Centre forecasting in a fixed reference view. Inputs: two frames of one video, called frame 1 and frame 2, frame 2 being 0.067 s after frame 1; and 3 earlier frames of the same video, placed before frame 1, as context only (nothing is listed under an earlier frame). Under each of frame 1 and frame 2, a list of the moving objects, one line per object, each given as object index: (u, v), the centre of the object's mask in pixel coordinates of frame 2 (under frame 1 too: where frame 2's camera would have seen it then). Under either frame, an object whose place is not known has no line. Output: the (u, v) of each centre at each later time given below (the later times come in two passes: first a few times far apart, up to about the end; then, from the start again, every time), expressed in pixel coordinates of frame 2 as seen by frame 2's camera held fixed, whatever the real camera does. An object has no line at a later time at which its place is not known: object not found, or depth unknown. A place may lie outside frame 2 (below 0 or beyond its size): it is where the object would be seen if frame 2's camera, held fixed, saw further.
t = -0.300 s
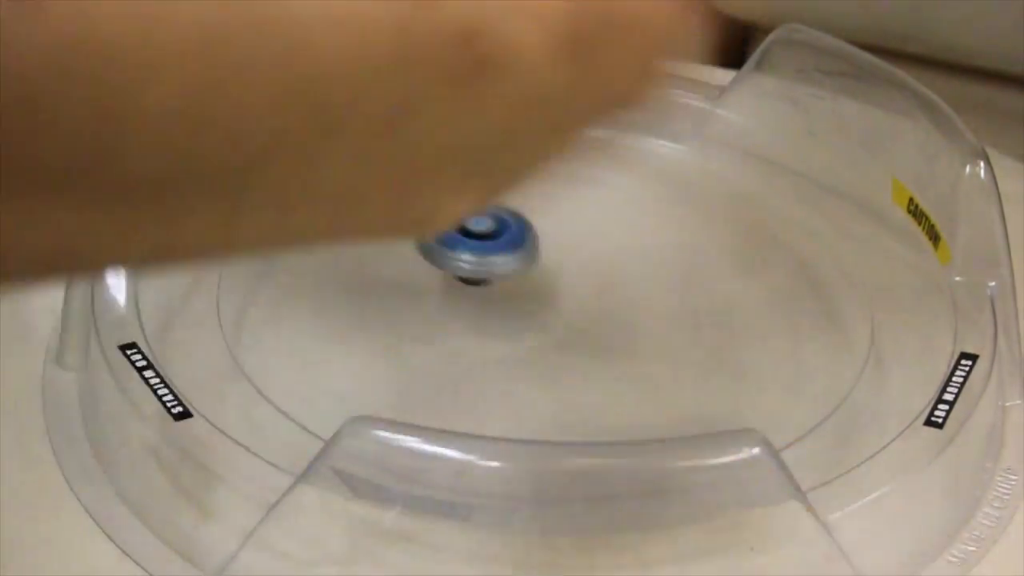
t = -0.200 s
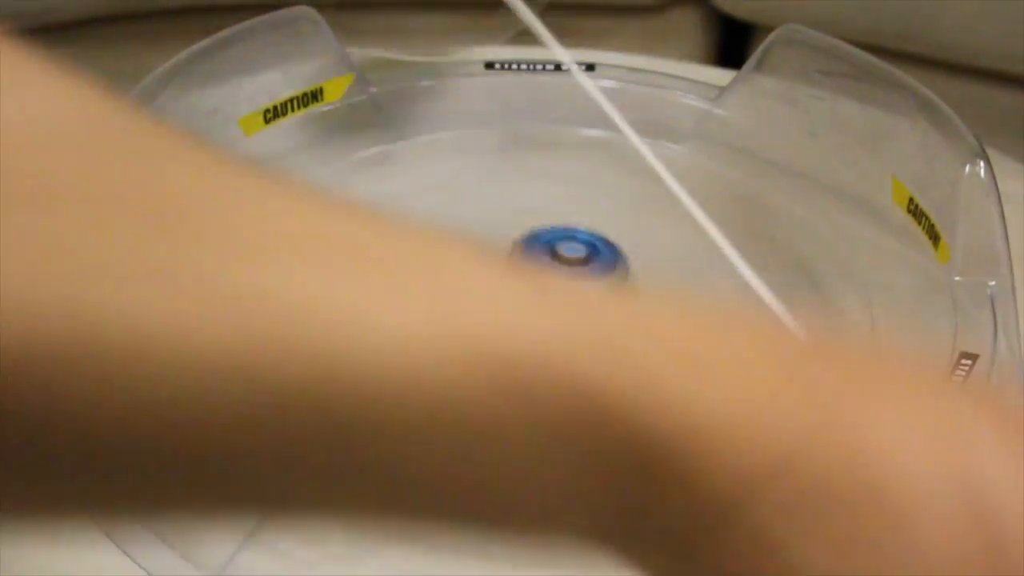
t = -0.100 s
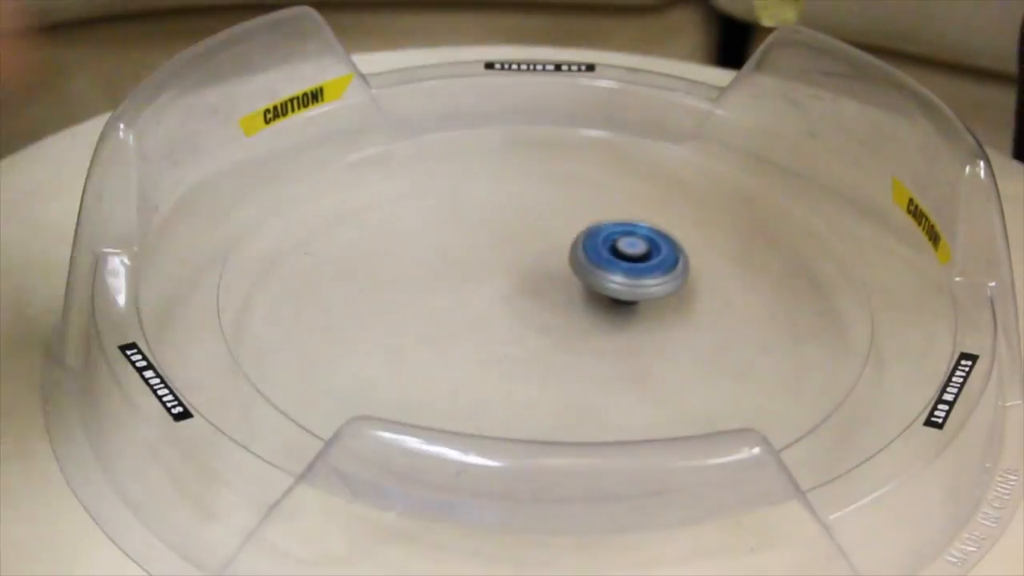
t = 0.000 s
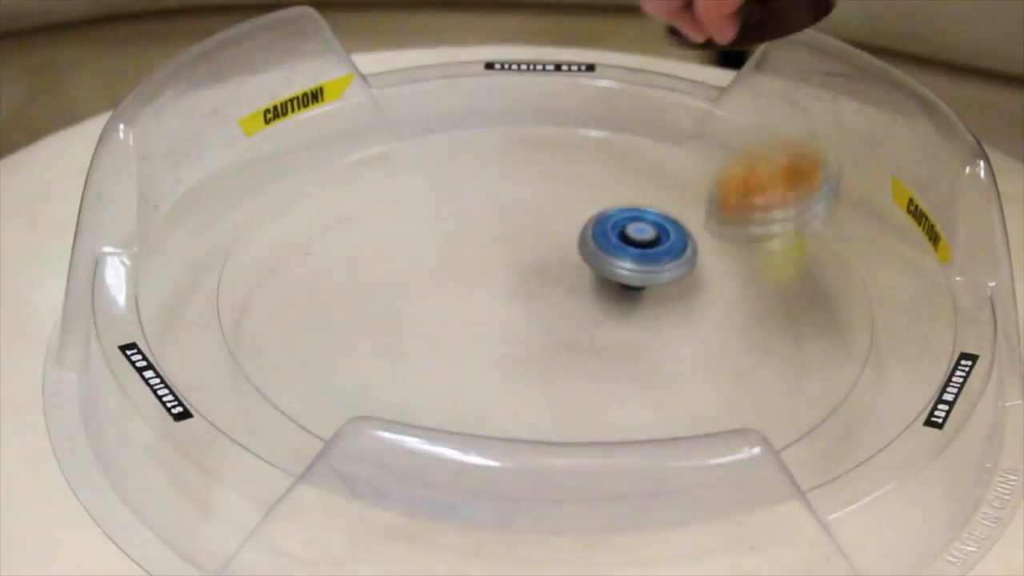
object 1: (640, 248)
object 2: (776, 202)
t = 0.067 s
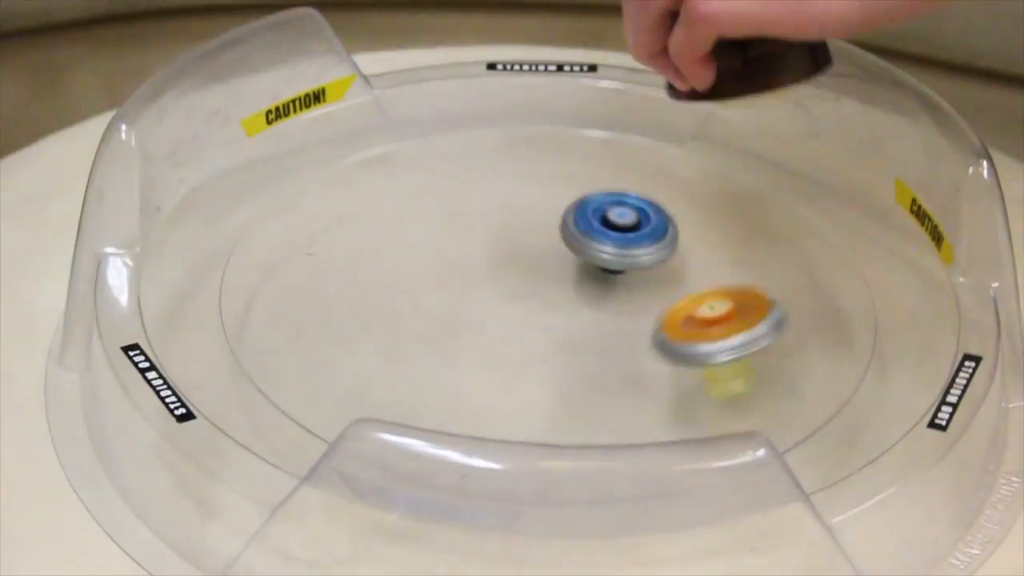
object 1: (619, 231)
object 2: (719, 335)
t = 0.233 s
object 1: (532, 237)
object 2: (536, 384)
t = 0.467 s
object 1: (429, 286)
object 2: (402, 381)
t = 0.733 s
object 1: (620, 354)
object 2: (405, 391)
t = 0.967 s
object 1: (738, 236)
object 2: (439, 387)
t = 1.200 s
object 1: (549, 138)
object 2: (452, 363)
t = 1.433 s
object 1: (324, 230)
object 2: (422, 307)
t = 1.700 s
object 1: (329, 323)
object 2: (545, 340)
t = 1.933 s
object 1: (702, 364)
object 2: (441, 246)
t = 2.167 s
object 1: (785, 181)
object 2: (266, 175)
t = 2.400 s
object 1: (510, 119)
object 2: (234, 207)
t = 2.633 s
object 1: (346, 179)
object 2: (313, 322)
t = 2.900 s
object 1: (483, 294)
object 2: (629, 389)
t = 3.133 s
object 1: (669, 338)
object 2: (684, 119)
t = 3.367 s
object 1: (704, 236)
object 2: (419, 51)
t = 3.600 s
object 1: (525, 188)
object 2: (411, 214)
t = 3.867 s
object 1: (452, 265)
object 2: (581, 396)
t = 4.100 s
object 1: (595, 364)
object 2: (868, 245)
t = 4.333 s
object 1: (747, 292)
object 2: (631, 74)
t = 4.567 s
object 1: (633, 196)
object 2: (452, 95)
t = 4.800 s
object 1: (485, 269)
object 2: (309, 218)
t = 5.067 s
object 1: (709, 341)
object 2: (302, 368)
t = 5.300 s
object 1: (682, 260)
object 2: (823, 383)
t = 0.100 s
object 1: (605, 234)
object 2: (681, 355)
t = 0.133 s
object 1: (590, 234)
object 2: (643, 368)
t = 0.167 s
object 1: (572, 234)
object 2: (604, 376)
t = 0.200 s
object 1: (553, 235)
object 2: (569, 381)
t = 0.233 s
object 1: (532, 237)
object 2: (536, 384)
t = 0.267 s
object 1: (510, 239)
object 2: (506, 385)
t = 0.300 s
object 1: (489, 242)
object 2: (479, 385)
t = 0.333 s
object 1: (469, 246)
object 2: (457, 384)
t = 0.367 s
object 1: (452, 252)
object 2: (438, 383)
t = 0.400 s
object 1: (439, 262)
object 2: (422, 382)
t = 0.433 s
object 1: (431, 274)
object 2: (410, 381)
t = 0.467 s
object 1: (429, 286)
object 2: (402, 381)
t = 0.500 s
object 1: (433, 300)
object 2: (396, 381)
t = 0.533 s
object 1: (445, 313)
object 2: (391, 383)
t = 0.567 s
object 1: (464, 327)
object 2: (390, 385)
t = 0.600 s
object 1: (489, 341)
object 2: (390, 386)
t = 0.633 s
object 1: (516, 350)
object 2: (393, 388)
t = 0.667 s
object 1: (549, 356)
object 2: (396, 389)
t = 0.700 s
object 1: (584, 357)
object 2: (399, 390)
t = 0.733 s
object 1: (620, 354)
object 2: (405, 391)
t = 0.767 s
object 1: (653, 347)
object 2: (411, 392)
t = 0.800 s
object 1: (683, 335)
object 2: (418, 392)
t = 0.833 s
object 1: (708, 319)
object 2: (422, 392)
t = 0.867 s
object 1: (727, 301)
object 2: (427, 391)
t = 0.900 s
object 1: (738, 280)
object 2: (432, 390)
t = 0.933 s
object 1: (742, 258)
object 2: (436, 389)
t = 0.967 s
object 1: (738, 236)
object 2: (439, 387)
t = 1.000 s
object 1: (726, 214)
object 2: (442, 385)
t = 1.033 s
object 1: (709, 194)
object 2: (443, 382)
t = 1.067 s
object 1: (685, 176)
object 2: (445, 379)
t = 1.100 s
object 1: (656, 161)
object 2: (447, 376)
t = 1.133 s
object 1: (623, 150)
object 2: (450, 373)
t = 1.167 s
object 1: (588, 142)
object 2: (451, 368)
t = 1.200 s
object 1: (549, 138)
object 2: (452, 363)
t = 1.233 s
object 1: (511, 139)
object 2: (452, 356)
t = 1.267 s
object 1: (472, 144)
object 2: (451, 348)
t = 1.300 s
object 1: (434, 153)
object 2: (447, 340)
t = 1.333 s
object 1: (399, 166)
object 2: (443, 332)
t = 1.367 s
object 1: (367, 184)
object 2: (437, 324)
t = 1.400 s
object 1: (342, 206)
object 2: (429, 315)
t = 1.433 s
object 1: (324, 230)
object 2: (422, 307)
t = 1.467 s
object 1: (302, 245)
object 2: (426, 308)
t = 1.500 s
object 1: (268, 244)
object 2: (451, 323)
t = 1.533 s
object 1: (244, 246)
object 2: (476, 335)
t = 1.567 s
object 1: (238, 252)
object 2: (498, 342)
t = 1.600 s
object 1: (246, 266)
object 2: (517, 348)
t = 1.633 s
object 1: (265, 282)
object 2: (532, 349)
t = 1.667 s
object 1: (293, 301)
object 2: (541, 346)
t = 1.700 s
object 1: (329, 323)
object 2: (545, 340)
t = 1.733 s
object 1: (374, 345)
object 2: (545, 332)
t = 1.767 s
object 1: (425, 365)
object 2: (538, 321)
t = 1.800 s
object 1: (483, 379)
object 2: (526, 301)
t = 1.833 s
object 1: (541, 387)
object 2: (509, 292)
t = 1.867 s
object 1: (599, 386)
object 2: (489, 278)
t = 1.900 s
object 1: (653, 379)
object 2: (465, 262)
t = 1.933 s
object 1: (702, 364)
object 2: (441, 246)
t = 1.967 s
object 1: (743, 344)
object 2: (414, 231)
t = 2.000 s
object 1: (775, 320)
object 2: (387, 217)
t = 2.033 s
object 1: (796, 293)
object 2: (360, 204)
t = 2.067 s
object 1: (807, 264)
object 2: (334, 193)
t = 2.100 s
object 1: (808, 234)
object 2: (308, 186)
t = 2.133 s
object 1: (800, 206)
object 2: (284, 180)
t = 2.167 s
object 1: (785, 181)
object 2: (266, 175)
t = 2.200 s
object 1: (760, 159)
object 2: (254, 177)
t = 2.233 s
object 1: (724, 146)
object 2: (247, 182)
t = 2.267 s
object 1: (685, 134)
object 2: (241, 188)
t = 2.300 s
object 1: (643, 125)
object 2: (237, 194)
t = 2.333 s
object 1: (599, 119)
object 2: (235, 198)
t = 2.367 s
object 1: (554, 117)
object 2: (234, 203)
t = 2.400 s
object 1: (510, 119)
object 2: (234, 207)
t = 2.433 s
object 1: (467, 126)
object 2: (238, 211)
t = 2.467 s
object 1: (425, 136)
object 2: (245, 218)
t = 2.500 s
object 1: (388, 151)
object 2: (261, 230)
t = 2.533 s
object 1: (356, 169)
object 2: (281, 239)
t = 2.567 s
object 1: (335, 184)
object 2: (300, 247)
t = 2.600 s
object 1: (334, 183)
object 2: (306, 283)
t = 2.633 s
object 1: (346, 179)
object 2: (313, 322)
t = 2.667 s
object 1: (359, 178)
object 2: (330, 355)
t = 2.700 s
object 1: (375, 184)
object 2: (355, 375)
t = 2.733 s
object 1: (391, 196)
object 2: (390, 385)
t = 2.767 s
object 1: (408, 212)
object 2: (438, 397)
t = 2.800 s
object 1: (426, 231)
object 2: (489, 402)
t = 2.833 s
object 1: (443, 253)
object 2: (539, 404)
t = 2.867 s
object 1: (462, 274)
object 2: (586, 399)
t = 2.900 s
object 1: (483, 294)
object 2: (629, 389)
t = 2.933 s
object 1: (506, 312)
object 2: (663, 368)
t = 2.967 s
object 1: (532, 327)
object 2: (690, 337)
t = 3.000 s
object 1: (561, 338)
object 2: (707, 301)
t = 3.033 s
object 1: (589, 343)
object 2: (716, 261)
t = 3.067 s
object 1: (617, 345)
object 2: (714, 215)
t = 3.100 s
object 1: (645, 344)
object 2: (704, 167)
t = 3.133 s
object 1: (669, 338)
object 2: (684, 119)
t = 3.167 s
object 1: (690, 329)
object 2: (652, 73)
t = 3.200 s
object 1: (706, 318)
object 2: (617, 49)
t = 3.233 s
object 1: (718, 304)
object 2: (576, 44)
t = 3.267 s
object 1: (723, 288)
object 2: (535, 41)
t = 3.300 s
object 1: (723, 271)
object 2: (494, 43)
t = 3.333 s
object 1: (717, 253)
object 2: (455, 46)
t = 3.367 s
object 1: (704, 236)
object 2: (419, 51)
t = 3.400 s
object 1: (690, 222)
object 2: (393, 58)
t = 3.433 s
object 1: (669, 208)
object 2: (392, 77)
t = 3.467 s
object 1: (644, 196)
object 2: (391, 105)
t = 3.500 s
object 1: (617, 189)
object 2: (392, 133)
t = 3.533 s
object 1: (587, 185)
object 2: (396, 159)
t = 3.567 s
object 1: (556, 185)
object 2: (402, 187)
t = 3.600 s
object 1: (525, 188)
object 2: (411, 214)
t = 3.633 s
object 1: (500, 193)
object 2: (424, 239)
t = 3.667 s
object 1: (480, 193)
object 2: (433, 264)
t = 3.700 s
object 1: (470, 198)
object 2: (437, 301)
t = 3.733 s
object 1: (463, 203)
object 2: (448, 332)
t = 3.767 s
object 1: (457, 212)
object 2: (468, 358)
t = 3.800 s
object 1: (453, 227)
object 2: (498, 378)
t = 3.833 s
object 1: (451, 245)
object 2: (535, 390)
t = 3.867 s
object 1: (452, 265)
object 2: (581, 396)
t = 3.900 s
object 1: (458, 285)
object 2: (634, 395)
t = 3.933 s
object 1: (469, 305)
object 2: (695, 388)
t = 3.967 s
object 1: (486, 323)
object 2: (754, 376)
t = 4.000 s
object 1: (509, 340)
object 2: (814, 354)
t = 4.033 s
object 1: (535, 352)
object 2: (856, 322)
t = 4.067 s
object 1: (565, 360)
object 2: (871, 284)
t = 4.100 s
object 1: (595, 364)
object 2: (868, 245)
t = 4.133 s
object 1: (626, 364)
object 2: (858, 204)
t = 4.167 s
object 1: (656, 360)
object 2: (841, 164)
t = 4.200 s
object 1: (683, 353)
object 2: (800, 135)
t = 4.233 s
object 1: (707, 341)
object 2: (756, 111)
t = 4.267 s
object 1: (727, 326)
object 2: (712, 93)
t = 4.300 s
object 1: (740, 310)
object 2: (670, 82)
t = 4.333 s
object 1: (747, 292)
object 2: (631, 74)
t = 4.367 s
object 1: (747, 274)
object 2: (598, 69)
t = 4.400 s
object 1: (741, 256)
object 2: (569, 68)
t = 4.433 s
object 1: (729, 239)
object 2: (543, 68)
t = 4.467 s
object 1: (712, 224)
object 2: (519, 70)
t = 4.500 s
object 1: (690, 212)
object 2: (497, 74)
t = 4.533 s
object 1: (663, 202)
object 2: (475, 81)
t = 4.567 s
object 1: (633, 196)
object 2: (452, 95)
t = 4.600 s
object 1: (600, 194)
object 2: (428, 113)
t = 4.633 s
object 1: (566, 196)
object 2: (407, 131)
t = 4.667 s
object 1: (533, 202)
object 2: (391, 149)
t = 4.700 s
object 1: (501, 211)
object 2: (377, 169)
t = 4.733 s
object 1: (472, 224)
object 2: (367, 190)
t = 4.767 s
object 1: (453, 242)
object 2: (361, 212)
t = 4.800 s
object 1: (485, 269)
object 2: (309, 218)
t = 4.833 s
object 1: (526, 295)
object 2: (261, 226)
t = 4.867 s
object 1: (564, 317)
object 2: (230, 235)
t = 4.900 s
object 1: (598, 332)
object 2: (213, 255)
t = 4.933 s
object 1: (629, 342)
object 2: (211, 275)
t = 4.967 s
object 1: (657, 348)
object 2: (219, 298)
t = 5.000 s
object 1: (679, 349)
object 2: (238, 322)
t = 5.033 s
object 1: (697, 347)
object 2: (268, 346)
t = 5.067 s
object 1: (709, 341)
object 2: (302, 368)
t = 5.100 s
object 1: (718, 333)
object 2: (349, 383)
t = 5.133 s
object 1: (722, 323)
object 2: (412, 395)
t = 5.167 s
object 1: (722, 311)
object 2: (486, 416)
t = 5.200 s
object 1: (718, 298)
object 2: (567, 424)
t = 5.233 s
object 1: (709, 285)
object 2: (656, 421)
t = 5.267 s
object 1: (697, 272)
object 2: (748, 400)
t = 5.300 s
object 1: (682, 260)
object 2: (823, 383)
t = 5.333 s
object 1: (664, 250)
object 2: (880, 355)
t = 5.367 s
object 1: (643, 242)
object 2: (923, 326)
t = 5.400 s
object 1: (619, 237)
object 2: (946, 297)
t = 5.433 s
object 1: (594, 236)
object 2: (946, 268)
